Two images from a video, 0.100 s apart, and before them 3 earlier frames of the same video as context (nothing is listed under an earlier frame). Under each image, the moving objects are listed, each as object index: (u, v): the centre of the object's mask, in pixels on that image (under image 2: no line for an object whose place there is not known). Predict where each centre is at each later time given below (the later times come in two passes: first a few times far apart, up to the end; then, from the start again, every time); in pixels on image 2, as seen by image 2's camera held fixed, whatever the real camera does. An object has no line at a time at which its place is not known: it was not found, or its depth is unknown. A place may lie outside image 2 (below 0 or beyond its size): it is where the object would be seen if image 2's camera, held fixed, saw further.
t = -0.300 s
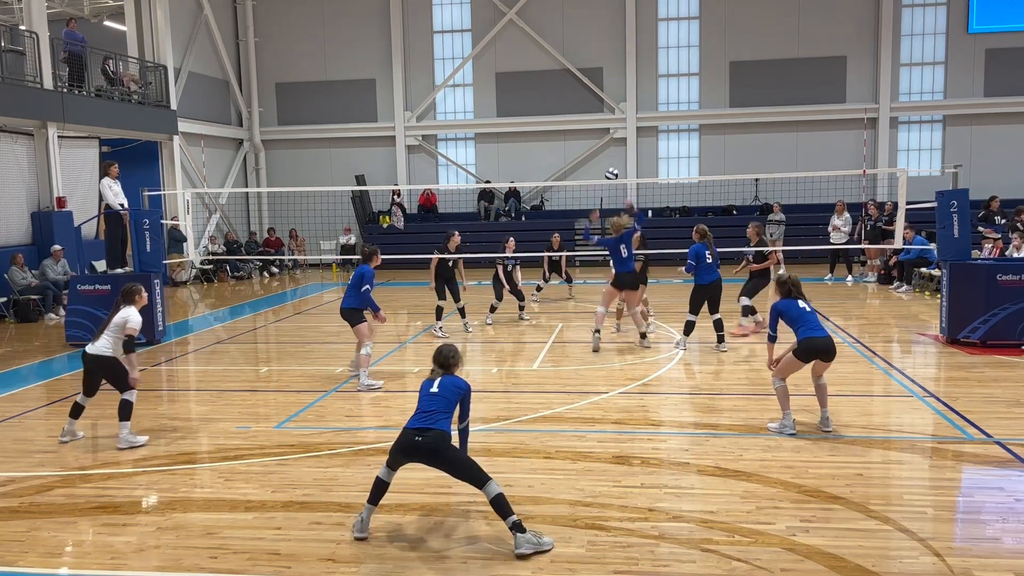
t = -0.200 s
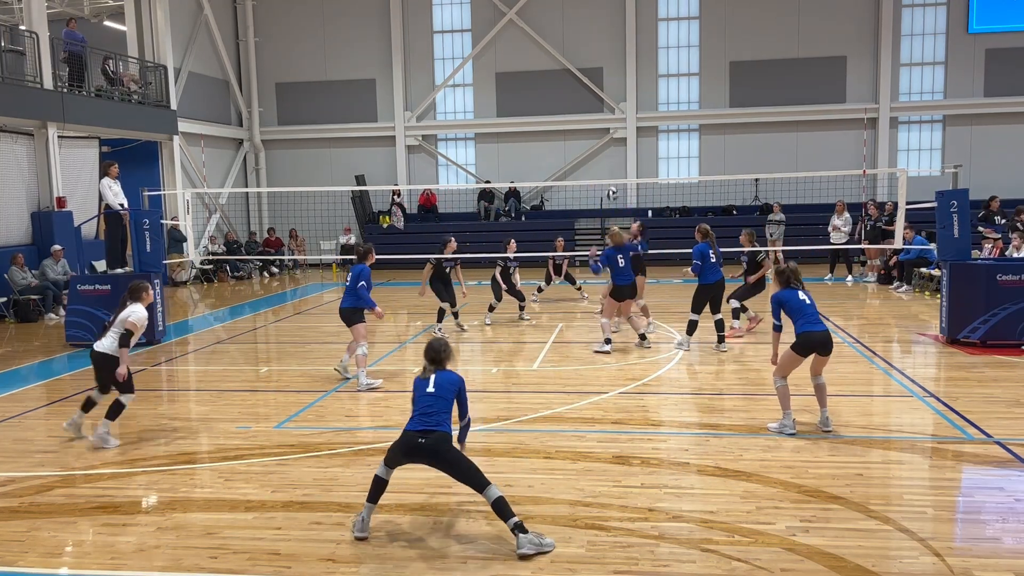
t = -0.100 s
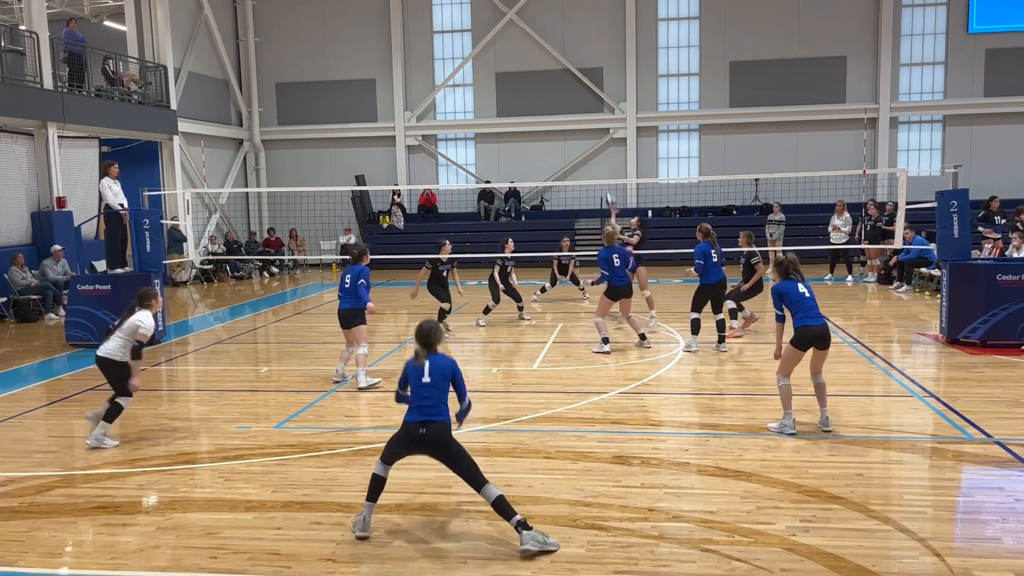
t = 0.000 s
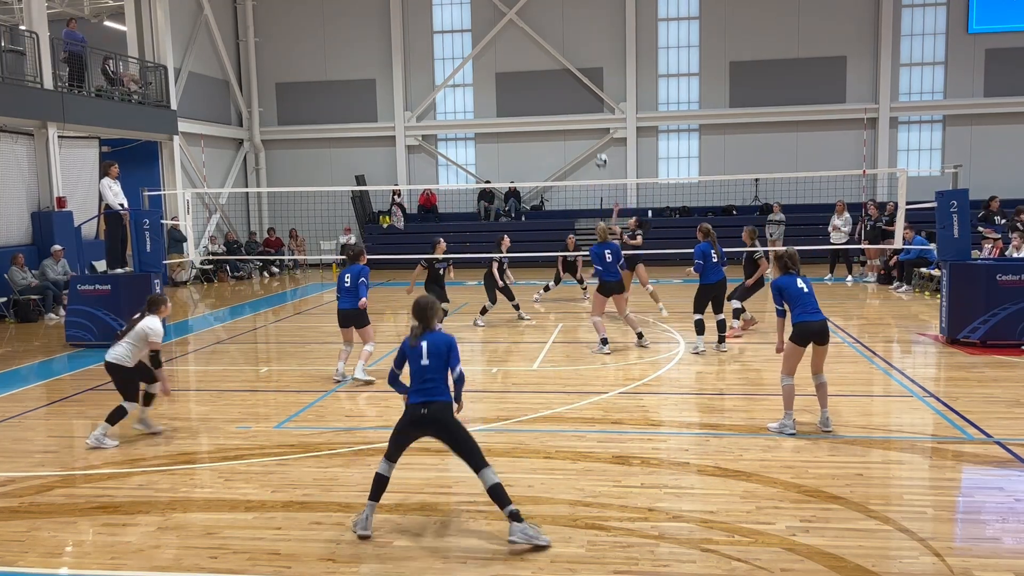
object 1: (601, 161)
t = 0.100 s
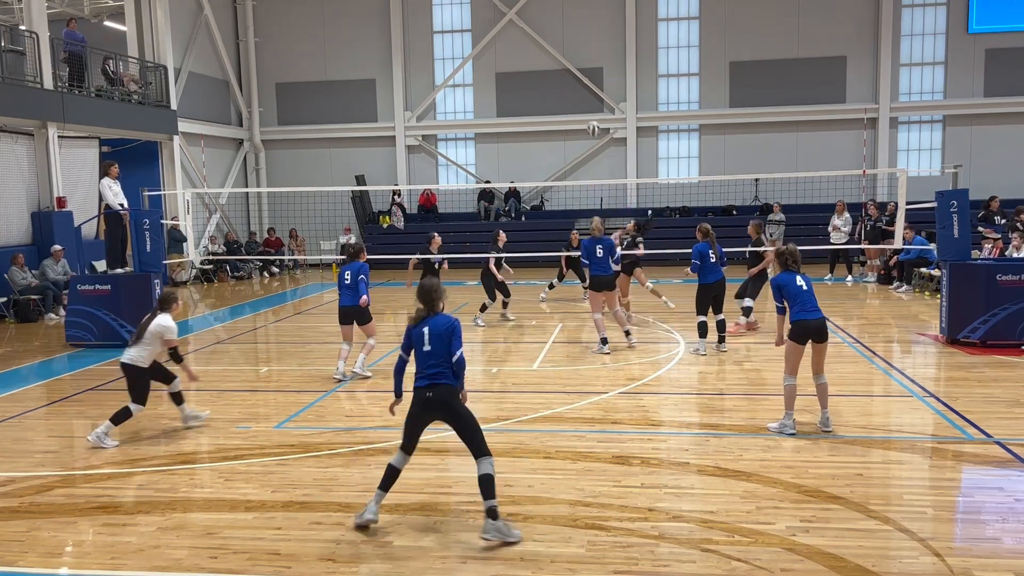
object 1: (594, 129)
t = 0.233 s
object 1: (583, 97)
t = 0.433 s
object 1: (569, 71)
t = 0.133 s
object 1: (591, 120)
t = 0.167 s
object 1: (588, 111)
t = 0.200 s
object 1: (586, 103)
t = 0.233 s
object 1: (583, 97)
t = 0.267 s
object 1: (581, 91)
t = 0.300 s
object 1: (579, 86)
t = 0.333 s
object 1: (576, 81)
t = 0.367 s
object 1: (574, 77)
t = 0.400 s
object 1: (571, 74)
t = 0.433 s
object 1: (569, 71)
